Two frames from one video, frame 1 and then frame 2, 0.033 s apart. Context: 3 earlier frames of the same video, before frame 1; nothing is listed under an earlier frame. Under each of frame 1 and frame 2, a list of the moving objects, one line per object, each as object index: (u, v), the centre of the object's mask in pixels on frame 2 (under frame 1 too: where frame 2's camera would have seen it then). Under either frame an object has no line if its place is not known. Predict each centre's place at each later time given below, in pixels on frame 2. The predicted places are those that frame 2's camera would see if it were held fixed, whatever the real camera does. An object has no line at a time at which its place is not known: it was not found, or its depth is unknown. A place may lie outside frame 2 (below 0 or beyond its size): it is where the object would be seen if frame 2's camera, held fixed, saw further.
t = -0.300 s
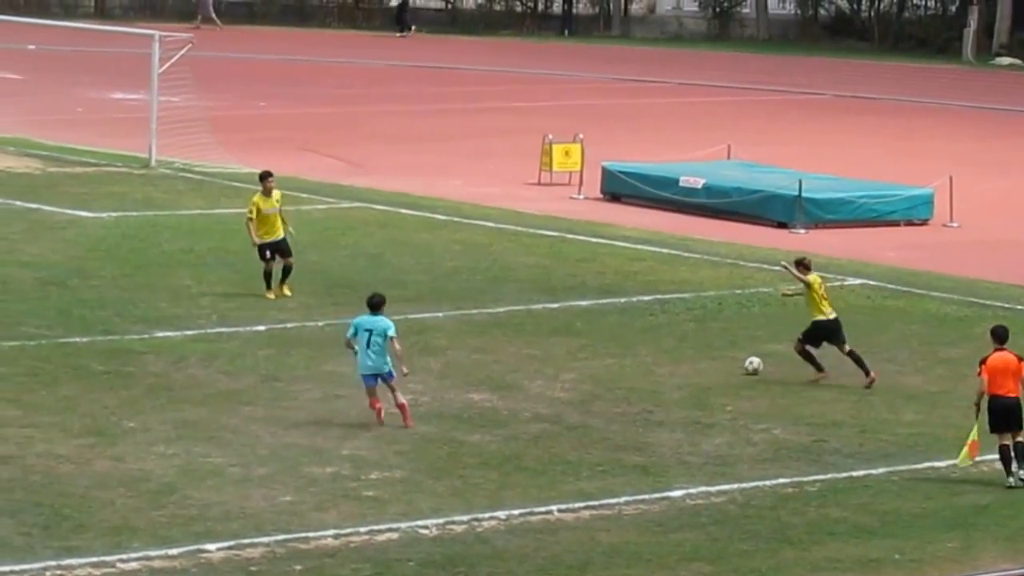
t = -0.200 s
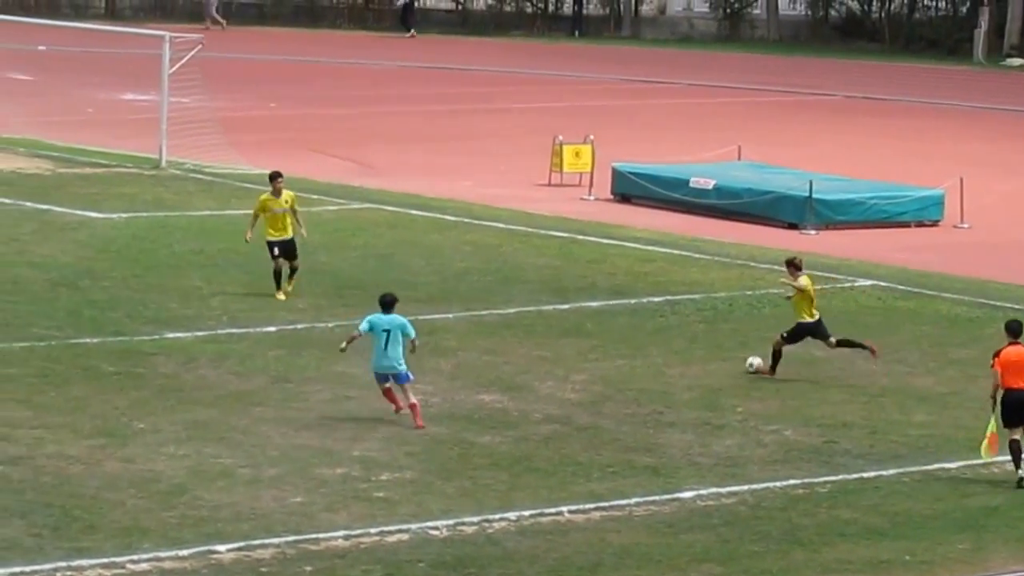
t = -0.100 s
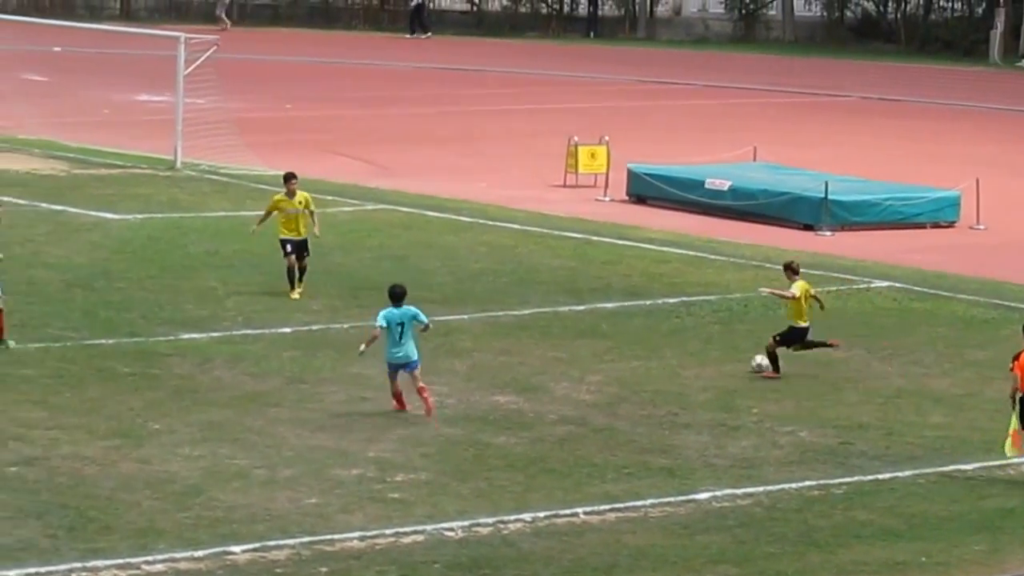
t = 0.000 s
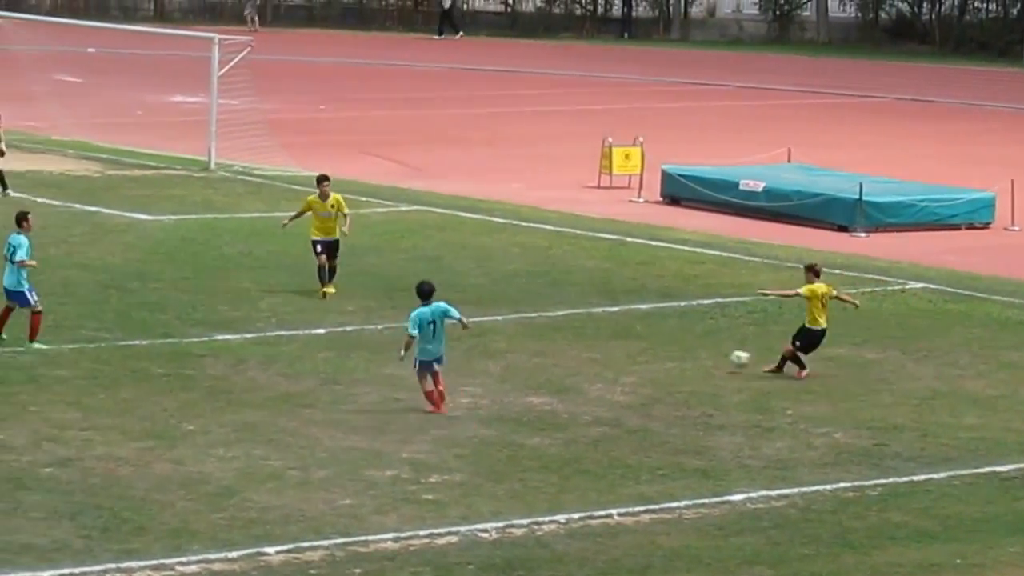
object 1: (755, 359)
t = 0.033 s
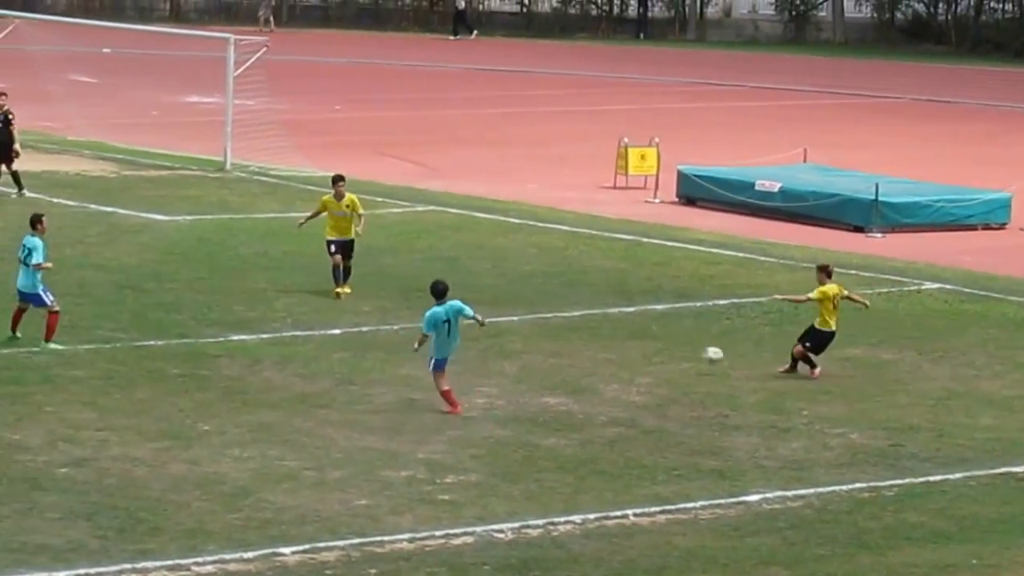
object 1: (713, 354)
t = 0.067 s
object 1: (671, 350)
